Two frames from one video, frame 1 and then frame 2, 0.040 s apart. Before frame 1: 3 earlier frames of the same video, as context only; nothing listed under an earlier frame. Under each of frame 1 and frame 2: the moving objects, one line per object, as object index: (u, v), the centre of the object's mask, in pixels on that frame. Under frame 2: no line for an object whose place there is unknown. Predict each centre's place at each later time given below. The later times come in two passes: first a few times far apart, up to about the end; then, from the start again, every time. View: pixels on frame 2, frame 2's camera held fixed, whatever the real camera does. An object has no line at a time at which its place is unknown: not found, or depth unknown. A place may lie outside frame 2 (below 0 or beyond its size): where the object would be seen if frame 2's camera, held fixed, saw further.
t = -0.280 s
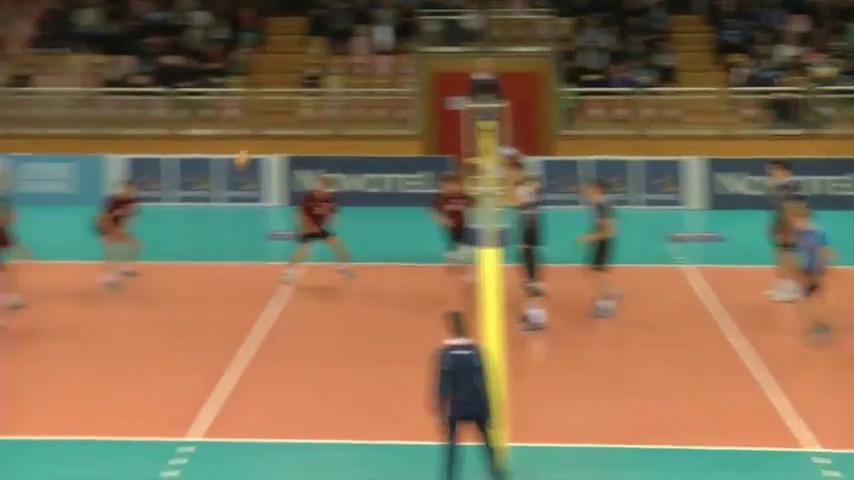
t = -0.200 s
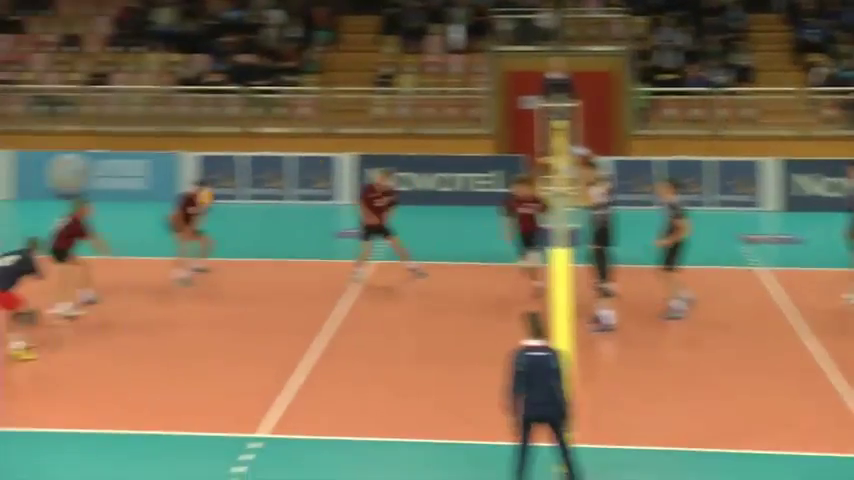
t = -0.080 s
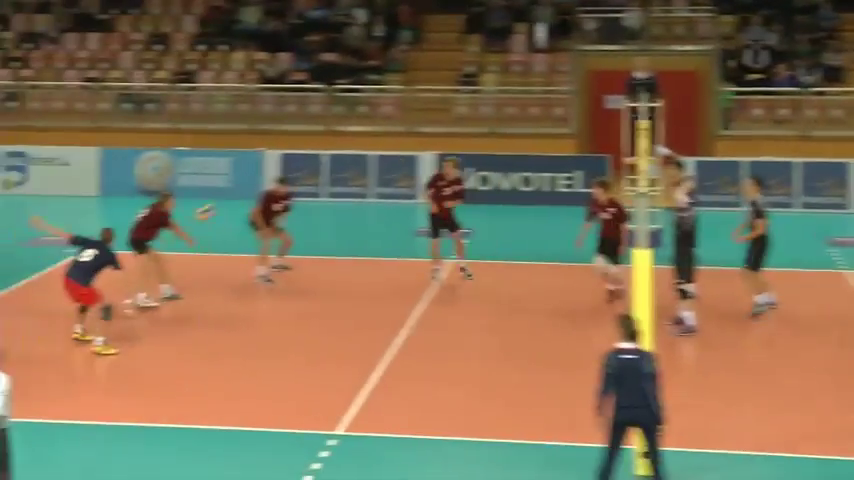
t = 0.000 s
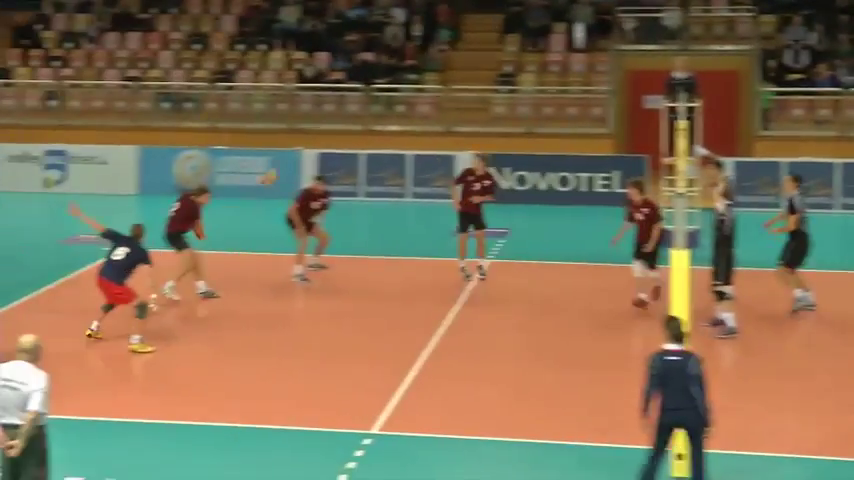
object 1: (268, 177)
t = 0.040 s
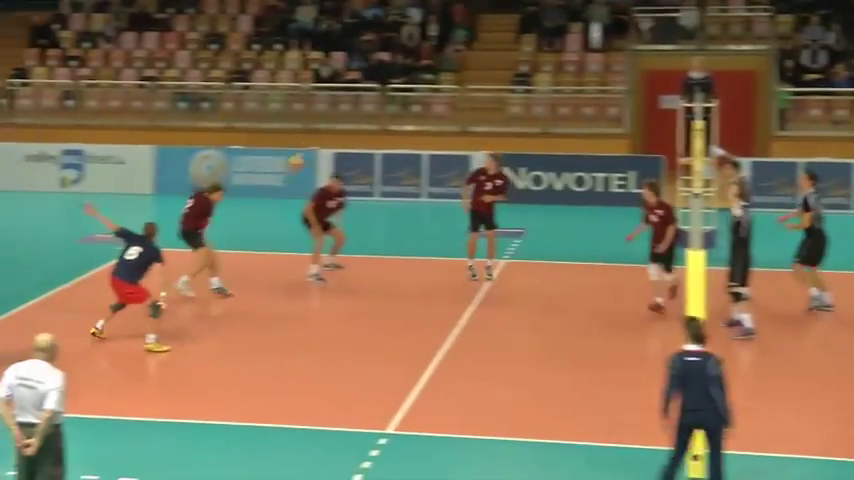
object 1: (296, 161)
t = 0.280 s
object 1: (372, 90)
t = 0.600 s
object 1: (482, 59)
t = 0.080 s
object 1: (307, 148)
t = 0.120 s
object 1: (319, 132)
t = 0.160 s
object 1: (334, 121)
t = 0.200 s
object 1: (346, 110)
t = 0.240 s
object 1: (358, 102)
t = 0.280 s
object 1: (372, 90)
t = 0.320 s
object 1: (385, 84)
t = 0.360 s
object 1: (398, 76)
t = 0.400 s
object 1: (412, 71)
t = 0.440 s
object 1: (426, 65)
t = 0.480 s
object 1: (440, 63)
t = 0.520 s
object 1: (453, 61)
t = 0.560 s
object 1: (467, 58)
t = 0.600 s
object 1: (482, 59)
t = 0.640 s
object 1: (496, 60)
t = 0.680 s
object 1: (510, 63)
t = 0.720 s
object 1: (526, 67)
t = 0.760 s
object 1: (540, 72)
